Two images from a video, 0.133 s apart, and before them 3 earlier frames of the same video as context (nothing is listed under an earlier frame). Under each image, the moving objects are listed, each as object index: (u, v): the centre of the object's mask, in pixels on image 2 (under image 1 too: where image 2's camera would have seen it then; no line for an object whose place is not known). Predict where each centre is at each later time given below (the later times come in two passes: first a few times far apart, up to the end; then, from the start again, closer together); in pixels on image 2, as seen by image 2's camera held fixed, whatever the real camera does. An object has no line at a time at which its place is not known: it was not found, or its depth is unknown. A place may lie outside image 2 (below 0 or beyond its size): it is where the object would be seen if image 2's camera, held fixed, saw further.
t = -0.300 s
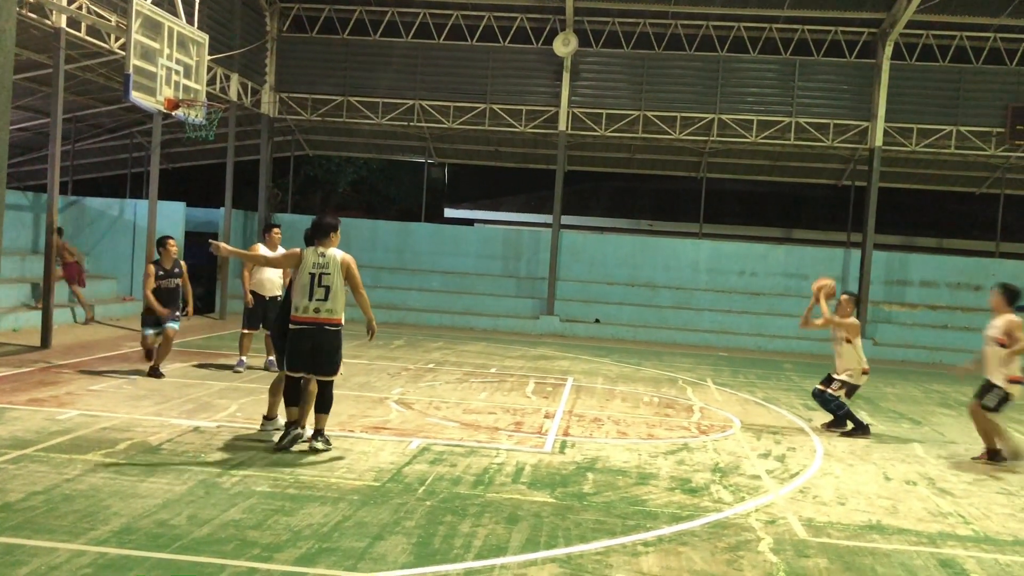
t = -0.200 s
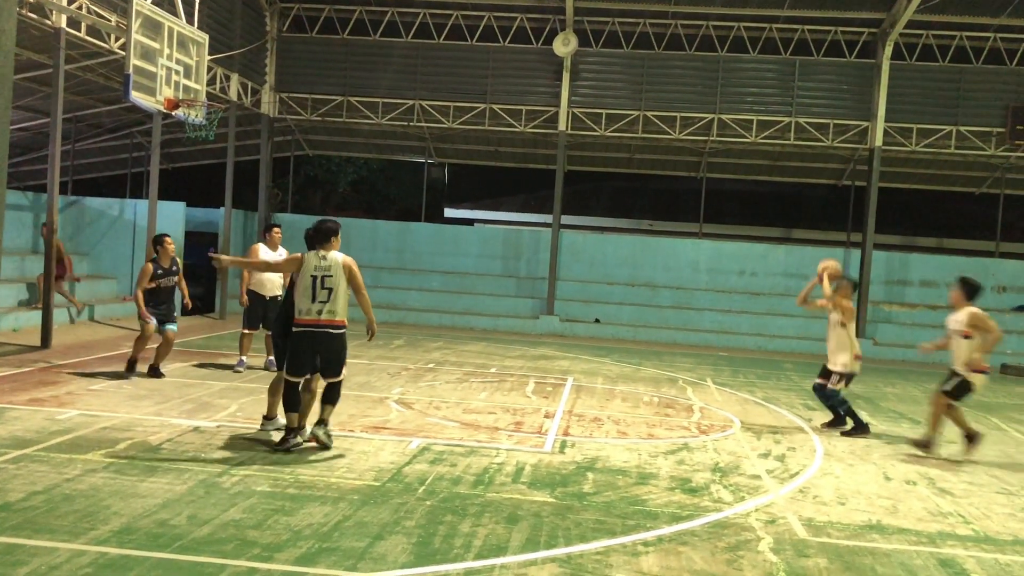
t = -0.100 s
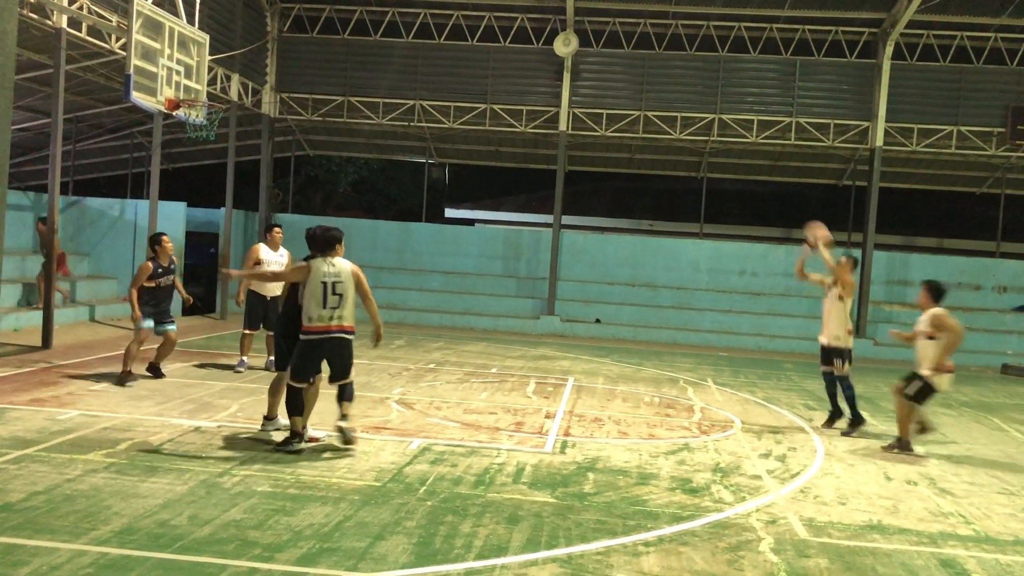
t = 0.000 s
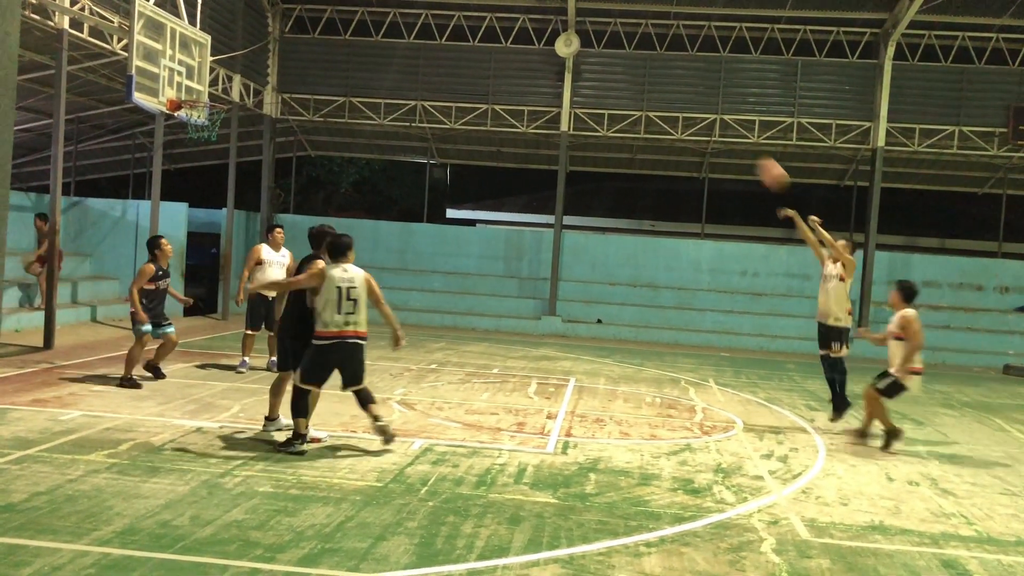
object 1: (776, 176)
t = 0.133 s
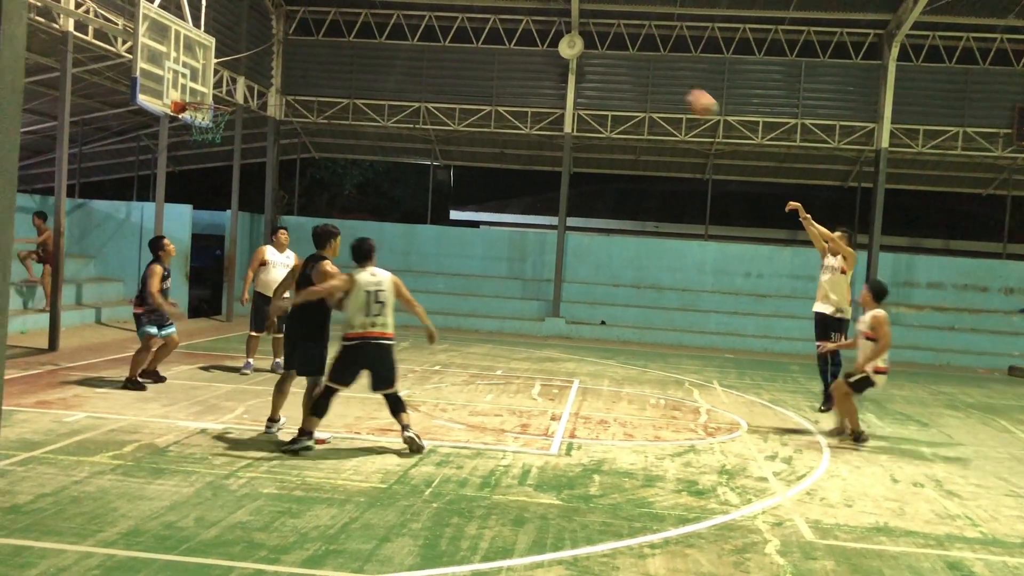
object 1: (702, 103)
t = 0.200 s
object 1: (666, 75)
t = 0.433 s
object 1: (544, 11)
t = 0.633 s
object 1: (440, -2)
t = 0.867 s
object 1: (323, 27)
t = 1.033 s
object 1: (239, 75)
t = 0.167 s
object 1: (684, 90)
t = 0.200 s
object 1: (666, 75)
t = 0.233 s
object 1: (649, 64)
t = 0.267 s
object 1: (631, 52)
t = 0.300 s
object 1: (613, 42)
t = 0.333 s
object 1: (595, 32)
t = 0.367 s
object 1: (577, 24)
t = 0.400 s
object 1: (562, 17)
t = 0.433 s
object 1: (544, 11)
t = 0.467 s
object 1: (526, 6)
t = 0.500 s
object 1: (509, 3)
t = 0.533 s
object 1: (491, 0)
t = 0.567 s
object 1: (474, -1)
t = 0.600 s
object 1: (458, -2)
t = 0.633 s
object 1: (440, -2)
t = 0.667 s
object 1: (423, -1)
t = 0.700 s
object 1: (406, 1)
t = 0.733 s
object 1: (388, 4)
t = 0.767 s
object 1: (372, 7)
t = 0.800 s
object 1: (354, 13)
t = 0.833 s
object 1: (339, 20)
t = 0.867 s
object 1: (323, 27)
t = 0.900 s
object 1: (305, 36)
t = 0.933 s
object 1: (289, 44)
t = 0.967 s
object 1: (272, 54)
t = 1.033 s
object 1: (239, 75)
